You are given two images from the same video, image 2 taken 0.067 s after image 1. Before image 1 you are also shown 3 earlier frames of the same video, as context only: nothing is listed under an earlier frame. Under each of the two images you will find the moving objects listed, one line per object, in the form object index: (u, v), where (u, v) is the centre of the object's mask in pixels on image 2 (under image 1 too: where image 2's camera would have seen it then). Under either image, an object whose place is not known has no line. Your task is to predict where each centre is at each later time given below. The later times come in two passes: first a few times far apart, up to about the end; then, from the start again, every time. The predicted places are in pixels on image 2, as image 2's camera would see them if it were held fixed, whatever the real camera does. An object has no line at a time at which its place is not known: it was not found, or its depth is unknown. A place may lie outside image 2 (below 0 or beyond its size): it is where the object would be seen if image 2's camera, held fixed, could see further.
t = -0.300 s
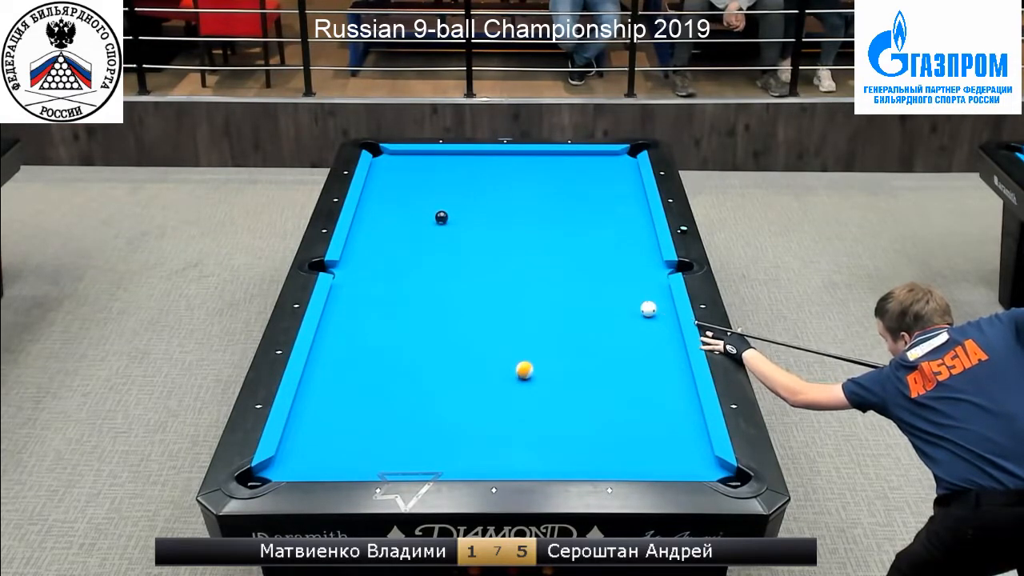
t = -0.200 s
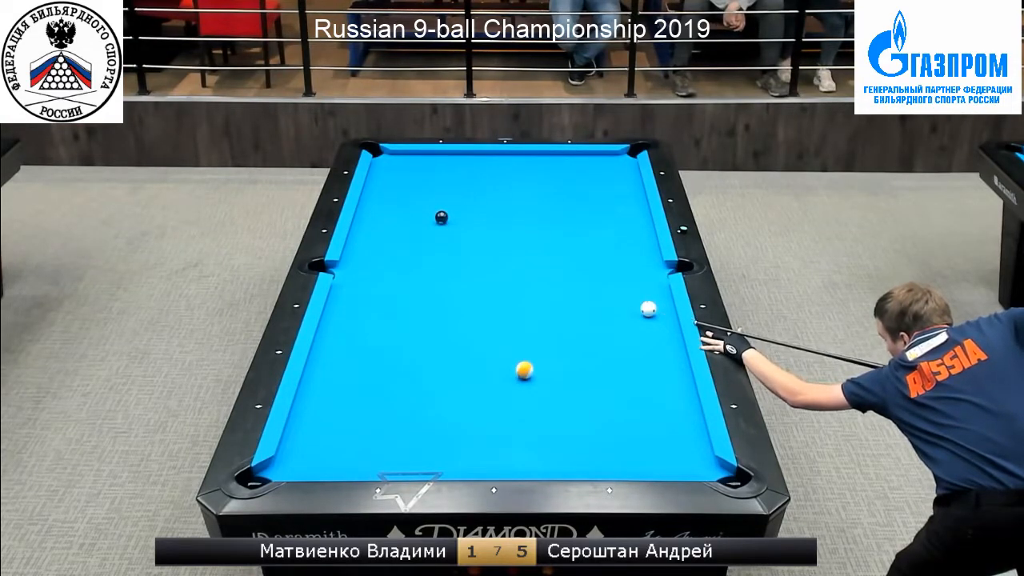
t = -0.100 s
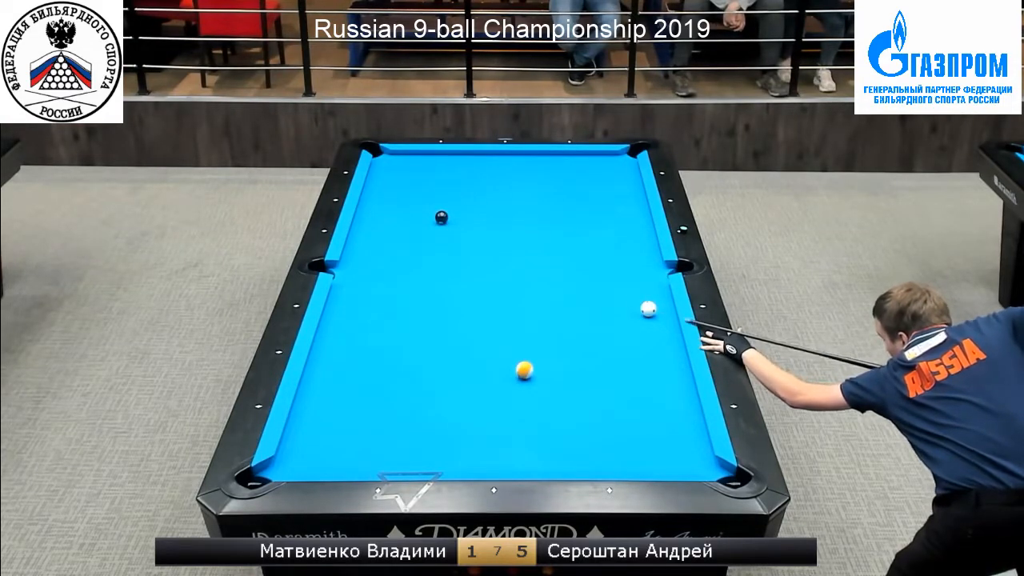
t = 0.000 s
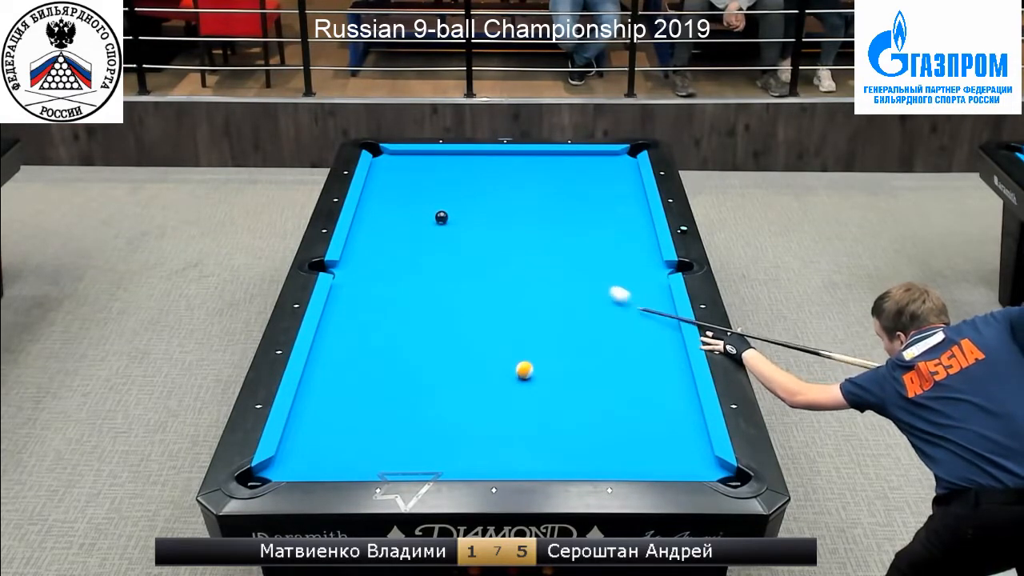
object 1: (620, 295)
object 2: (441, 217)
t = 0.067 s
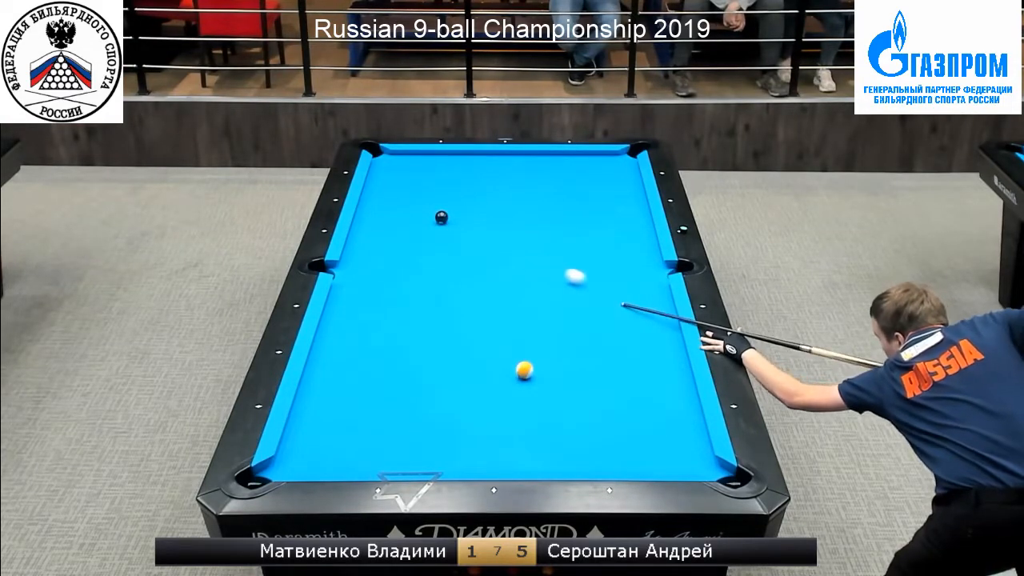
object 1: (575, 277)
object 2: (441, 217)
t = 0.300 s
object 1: (451, 224)
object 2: (440, 216)
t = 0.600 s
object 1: (396, 228)
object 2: (387, 168)
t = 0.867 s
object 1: (354, 233)
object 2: (377, 160)
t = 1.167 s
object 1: (380, 240)
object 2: (387, 169)
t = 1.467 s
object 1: (404, 246)
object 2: (395, 178)
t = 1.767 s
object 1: (427, 253)
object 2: (403, 187)
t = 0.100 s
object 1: (554, 268)
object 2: (441, 217)
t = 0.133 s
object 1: (535, 260)
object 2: (441, 217)
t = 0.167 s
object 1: (517, 252)
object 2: (441, 217)
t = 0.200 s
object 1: (499, 245)
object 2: (441, 217)
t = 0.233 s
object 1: (482, 237)
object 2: (441, 217)
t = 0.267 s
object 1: (466, 231)
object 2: (441, 217)
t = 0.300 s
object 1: (451, 224)
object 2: (440, 216)
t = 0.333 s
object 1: (442, 223)
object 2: (436, 212)
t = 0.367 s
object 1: (435, 224)
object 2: (429, 206)
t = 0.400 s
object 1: (429, 224)
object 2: (422, 200)
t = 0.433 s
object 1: (423, 225)
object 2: (416, 194)
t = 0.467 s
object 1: (418, 226)
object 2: (409, 188)
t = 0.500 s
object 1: (413, 226)
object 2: (403, 182)
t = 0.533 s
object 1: (407, 227)
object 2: (398, 177)
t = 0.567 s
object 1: (402, 227)
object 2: (392, 172)
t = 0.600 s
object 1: (396, 228)
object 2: (387, 168)
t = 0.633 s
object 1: (391, 228)
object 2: (382, 163)
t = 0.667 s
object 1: (386, 229)
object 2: (377, 159)
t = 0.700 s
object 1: (380, 230)
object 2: (381, 156)
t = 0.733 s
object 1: (375, 230)
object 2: (387, 153)
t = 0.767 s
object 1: (370, 231)
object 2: (385, 154)
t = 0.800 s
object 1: (364, 231)
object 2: (382, 156)
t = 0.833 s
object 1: (359, 232)
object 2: (378, 158)
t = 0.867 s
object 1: (354, 233)
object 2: (377, 160)
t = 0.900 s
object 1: (358, 233)
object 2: (379, 161)
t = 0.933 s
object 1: (361, 234)
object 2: (380, 161)
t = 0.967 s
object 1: (364, 235)
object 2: (381, 163)
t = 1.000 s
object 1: (366, 236)
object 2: (382, 164)
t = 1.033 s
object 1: (369, 237)
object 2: (383, 165)
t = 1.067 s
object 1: (372, 237)
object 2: (384, 166)
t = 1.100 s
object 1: (375, 238)
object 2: (385, 167)
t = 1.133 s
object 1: (378, 239)
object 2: (386, 168)
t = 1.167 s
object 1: (380, 240)
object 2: (387, 169)
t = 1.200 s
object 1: (383, 240)
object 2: (388, 170)
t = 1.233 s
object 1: (385, 241)
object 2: (388, 171)
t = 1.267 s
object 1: (388, 242)
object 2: (390, 172)
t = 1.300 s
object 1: (391, 243)
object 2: (390, 173)
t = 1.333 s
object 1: (393, 243)
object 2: (392, 174)
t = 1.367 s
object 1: (396, 244)
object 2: (392, 175)
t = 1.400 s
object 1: (399, 245)
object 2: (393, 176)
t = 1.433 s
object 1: (401, 245)
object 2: (394, 177)
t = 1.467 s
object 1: (404, 246)
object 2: (395, 178)
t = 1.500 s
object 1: (406, 247)
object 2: (396, 179)
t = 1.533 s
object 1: (409, 248)
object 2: (397, 180)
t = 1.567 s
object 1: (412, 249)
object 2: (398, 181)
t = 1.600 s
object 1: (415, 249)
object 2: (399, 183)
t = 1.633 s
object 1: (417, 249)
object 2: (400, 184)
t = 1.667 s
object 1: (419, 250)
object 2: (400, 185)
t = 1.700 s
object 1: (422, 251)
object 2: (401, 185)
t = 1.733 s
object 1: (424, 252)
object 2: (402, 186)
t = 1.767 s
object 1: (427, 253)
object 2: (403, 187)
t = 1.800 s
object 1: (429, 253)
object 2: (404, 188)
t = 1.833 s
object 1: (432, 254)
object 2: (405, 189)
